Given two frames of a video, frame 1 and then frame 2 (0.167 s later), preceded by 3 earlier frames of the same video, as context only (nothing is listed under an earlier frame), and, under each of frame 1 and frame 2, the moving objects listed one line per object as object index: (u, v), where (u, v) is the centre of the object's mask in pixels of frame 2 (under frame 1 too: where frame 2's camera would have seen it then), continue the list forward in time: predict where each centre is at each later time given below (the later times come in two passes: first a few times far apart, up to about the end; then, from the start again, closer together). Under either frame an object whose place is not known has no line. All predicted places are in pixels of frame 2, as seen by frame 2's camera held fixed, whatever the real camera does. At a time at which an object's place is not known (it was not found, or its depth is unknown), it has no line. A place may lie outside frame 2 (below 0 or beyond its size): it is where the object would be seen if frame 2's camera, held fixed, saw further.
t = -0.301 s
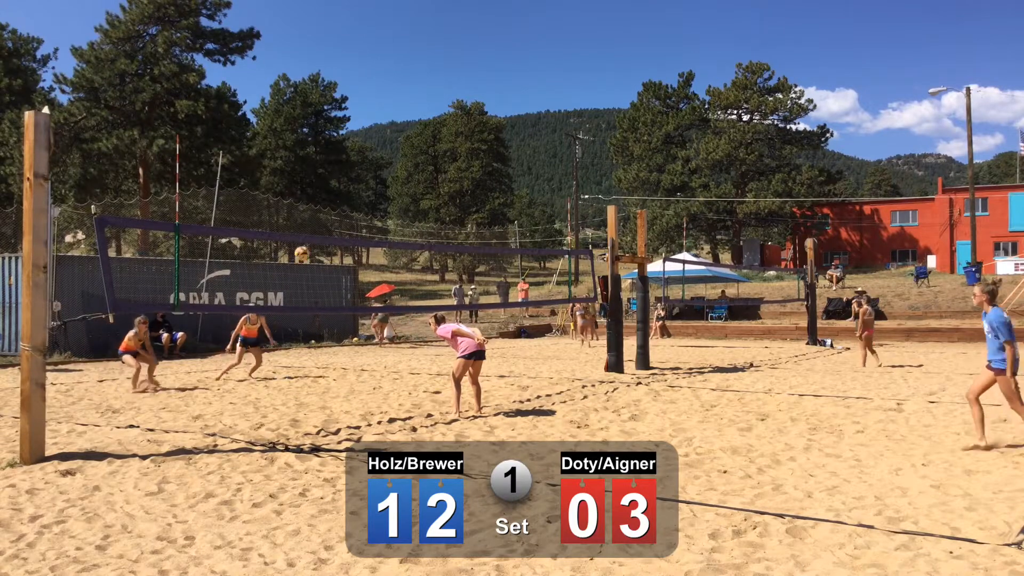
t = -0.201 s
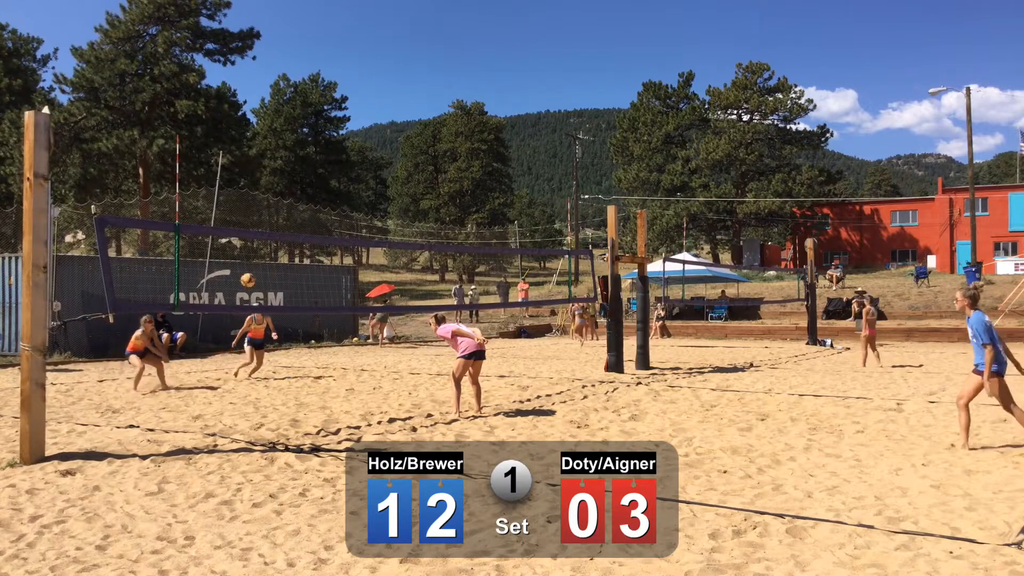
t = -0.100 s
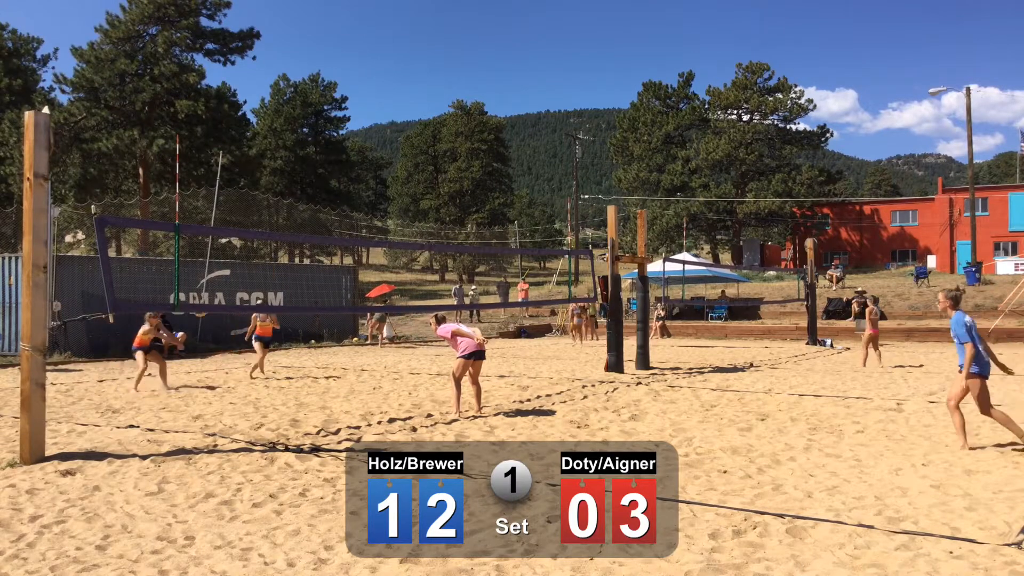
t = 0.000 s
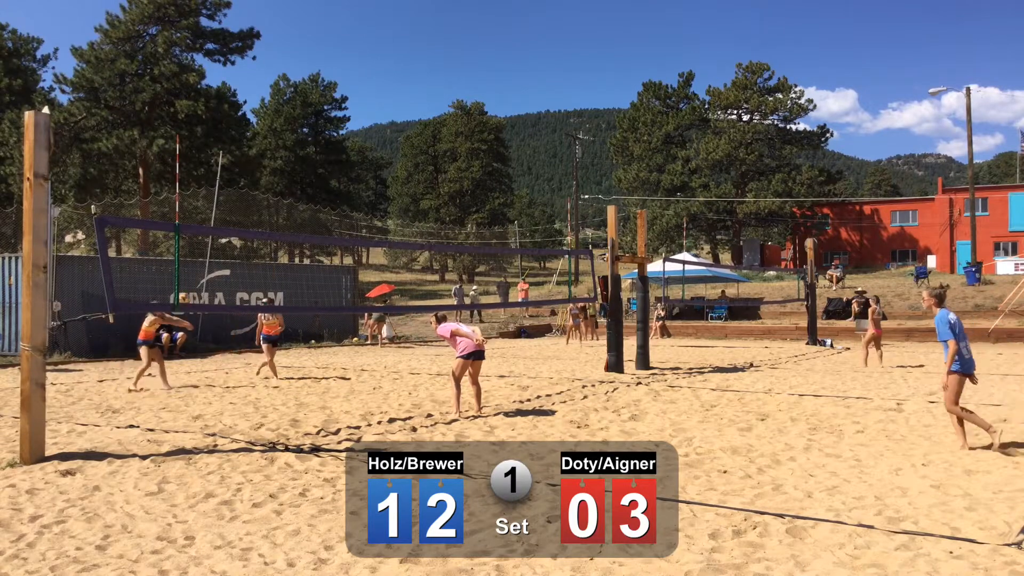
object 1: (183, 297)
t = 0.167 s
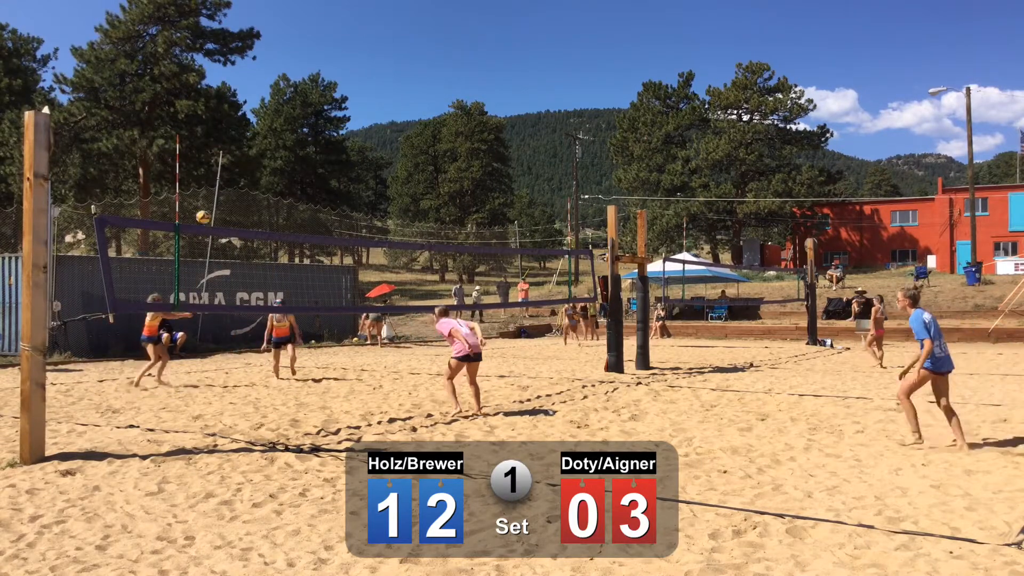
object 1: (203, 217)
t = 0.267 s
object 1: (213, 175)
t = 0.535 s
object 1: (242, 90)
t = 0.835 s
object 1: (278, 43)
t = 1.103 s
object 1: (311, 46)
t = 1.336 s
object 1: (343, 89)
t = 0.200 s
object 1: (206, 202)
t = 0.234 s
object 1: (210, 189)
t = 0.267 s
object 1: (213, 175)
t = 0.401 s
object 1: (228, 128)
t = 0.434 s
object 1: (232, 117)
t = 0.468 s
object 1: (235, 108)
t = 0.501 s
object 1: (239, 99)
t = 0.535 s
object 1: (242, 90)
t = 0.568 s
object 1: (246, 82)
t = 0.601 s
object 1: (250, 75)
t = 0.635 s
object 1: (254, 68)
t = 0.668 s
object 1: (258, 62)
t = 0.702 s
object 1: (261, 57)
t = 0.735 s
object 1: (265, 52)
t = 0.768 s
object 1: (269, 49)
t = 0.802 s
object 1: (273, 45)
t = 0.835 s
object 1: (278, 43)
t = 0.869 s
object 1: (281, 41)
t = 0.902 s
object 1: (286, 39)
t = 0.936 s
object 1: (290, 38)
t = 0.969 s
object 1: (294, 39)
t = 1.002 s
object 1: (298, 39)
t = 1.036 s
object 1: (302, 41)
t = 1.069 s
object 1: (306, 43)
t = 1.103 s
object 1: (311, 46)
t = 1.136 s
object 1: (315, 50)
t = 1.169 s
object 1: (320, 55)
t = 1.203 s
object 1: (324, 60)
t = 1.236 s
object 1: (329, 66)
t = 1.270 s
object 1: (334, 73)
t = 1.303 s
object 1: (338, 81)
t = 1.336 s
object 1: (343, 89)
